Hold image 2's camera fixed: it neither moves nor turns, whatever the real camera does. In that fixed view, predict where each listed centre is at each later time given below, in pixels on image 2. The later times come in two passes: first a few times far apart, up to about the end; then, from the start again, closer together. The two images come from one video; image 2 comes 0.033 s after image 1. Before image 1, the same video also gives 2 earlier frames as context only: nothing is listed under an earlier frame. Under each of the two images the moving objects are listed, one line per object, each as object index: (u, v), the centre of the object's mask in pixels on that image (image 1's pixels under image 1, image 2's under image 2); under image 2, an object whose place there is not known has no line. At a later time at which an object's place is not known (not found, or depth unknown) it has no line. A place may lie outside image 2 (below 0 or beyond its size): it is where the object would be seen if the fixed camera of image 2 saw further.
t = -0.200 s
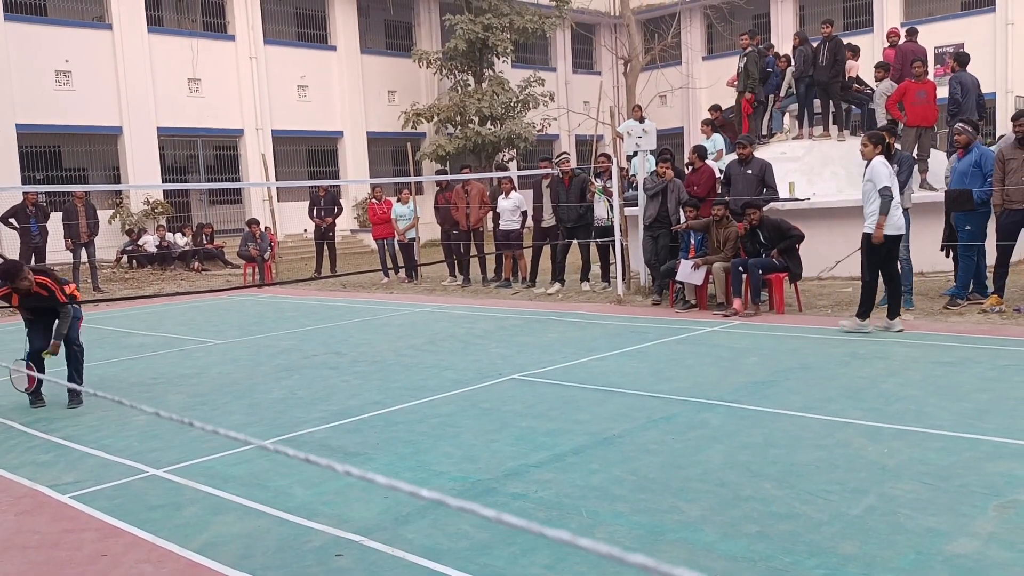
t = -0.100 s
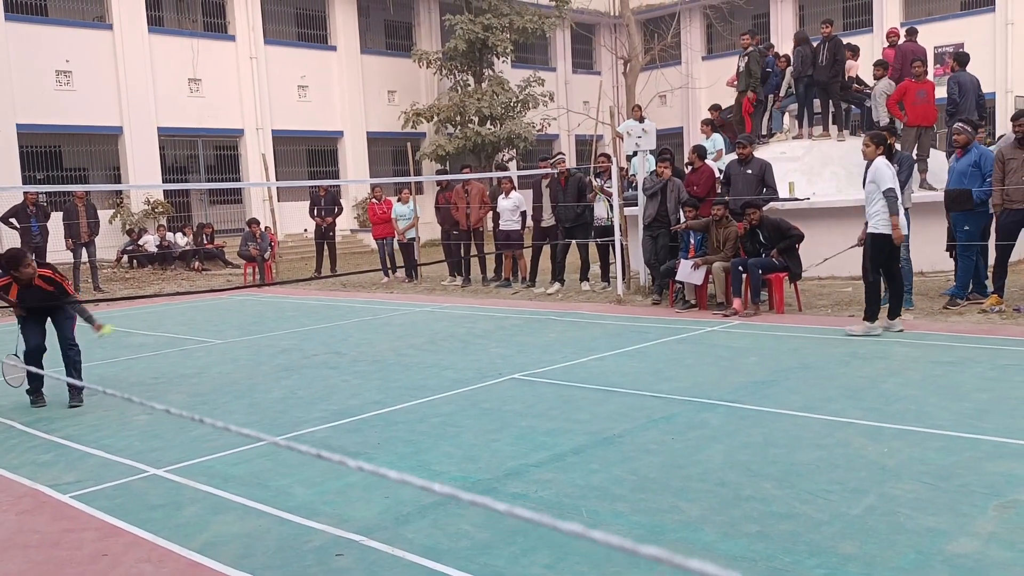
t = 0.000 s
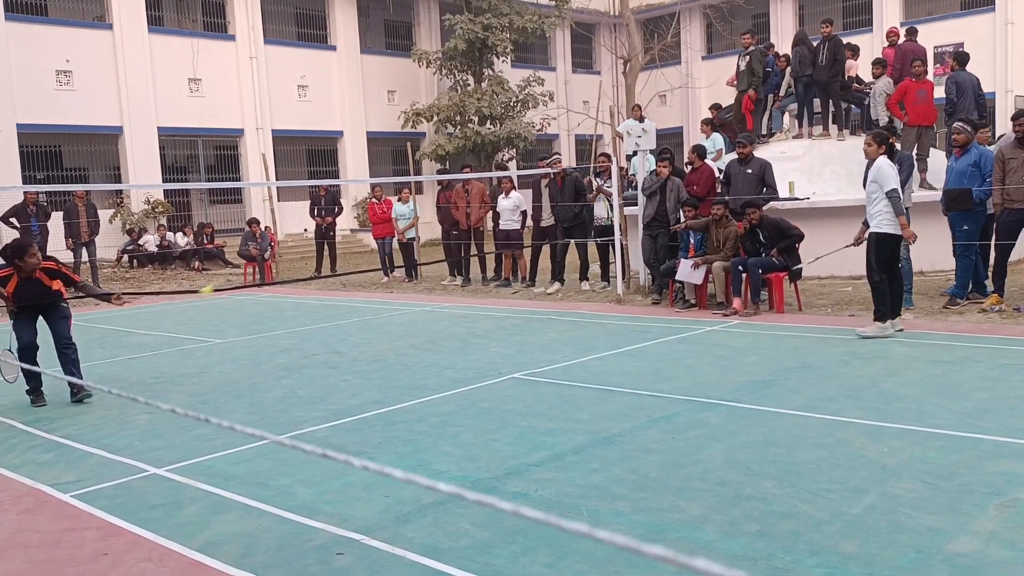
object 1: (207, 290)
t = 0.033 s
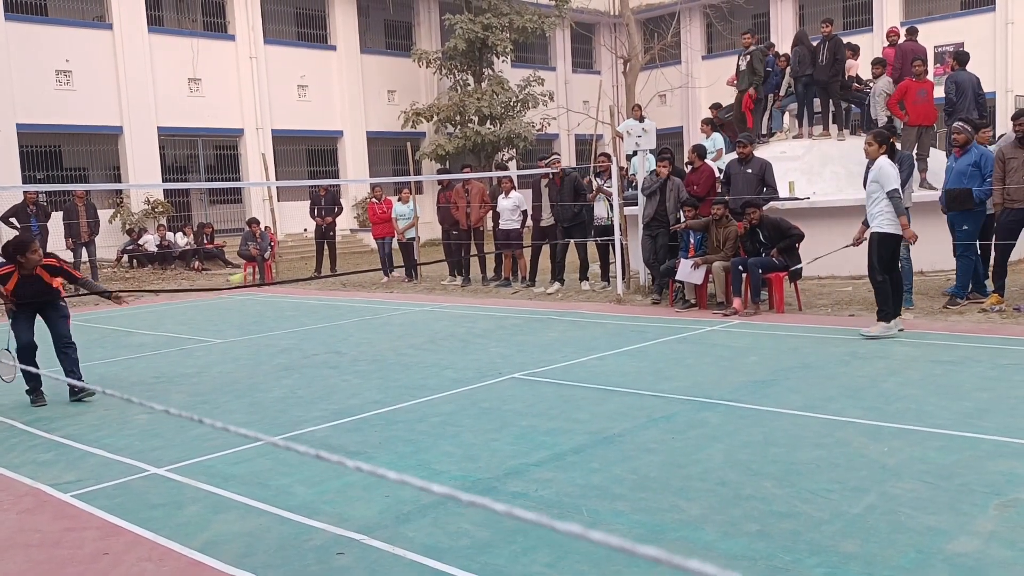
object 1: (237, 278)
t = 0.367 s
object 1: (480, 268)
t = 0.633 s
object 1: (620, 362)
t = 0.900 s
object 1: (657, 350)
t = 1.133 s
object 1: (677, 364)
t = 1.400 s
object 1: (681, 366)
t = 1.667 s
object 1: (686, 368)
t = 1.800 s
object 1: (686, 368)
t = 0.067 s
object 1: (265, 267)
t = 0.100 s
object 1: (292, 260)
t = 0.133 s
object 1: (319, 256)
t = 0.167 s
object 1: (345, 254)
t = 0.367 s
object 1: (480, 268)
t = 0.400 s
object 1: (500, 276)
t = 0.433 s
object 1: (518, 285)
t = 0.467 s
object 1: (536, 294)
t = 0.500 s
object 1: (555, 305)
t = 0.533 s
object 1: (572, 318)
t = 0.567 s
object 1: (588, 331)
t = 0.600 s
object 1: (604, 346)
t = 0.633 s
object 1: (620, 362)
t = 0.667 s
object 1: (627, 363)
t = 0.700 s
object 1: (631, 356)
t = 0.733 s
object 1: (633, 354)
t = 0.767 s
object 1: (638, 351)
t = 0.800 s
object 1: (643, 350)
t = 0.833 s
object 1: (648, 349)
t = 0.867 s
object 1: (653, 349)
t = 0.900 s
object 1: (657, 350)
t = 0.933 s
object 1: (660, 353)
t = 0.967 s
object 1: (664, 357)
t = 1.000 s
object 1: (667, 362)
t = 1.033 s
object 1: (671, 364)
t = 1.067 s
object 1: (672, 366)
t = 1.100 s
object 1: (675, 364)
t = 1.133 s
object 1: (677, 364)
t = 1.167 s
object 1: (680, 365)
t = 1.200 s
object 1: (680, 365)
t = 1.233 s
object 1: (679, 366)
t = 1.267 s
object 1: (679, 366)
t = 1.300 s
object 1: (680, 366)
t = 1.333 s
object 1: (680, 366)
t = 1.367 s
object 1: (680, 366)
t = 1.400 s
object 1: (681, 366)
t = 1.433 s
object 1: (681, 366)
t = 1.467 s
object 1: (683, 366)
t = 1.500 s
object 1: (684, 367)
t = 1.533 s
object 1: (686, 368)
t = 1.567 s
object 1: (685, 367)
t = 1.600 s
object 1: (686, 367)
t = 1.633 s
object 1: (686, 368)
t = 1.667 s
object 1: (686, 368)
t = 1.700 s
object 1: (686, 368)
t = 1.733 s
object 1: (686, 368)
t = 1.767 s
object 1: (686, 368)
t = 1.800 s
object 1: (686, 368)
